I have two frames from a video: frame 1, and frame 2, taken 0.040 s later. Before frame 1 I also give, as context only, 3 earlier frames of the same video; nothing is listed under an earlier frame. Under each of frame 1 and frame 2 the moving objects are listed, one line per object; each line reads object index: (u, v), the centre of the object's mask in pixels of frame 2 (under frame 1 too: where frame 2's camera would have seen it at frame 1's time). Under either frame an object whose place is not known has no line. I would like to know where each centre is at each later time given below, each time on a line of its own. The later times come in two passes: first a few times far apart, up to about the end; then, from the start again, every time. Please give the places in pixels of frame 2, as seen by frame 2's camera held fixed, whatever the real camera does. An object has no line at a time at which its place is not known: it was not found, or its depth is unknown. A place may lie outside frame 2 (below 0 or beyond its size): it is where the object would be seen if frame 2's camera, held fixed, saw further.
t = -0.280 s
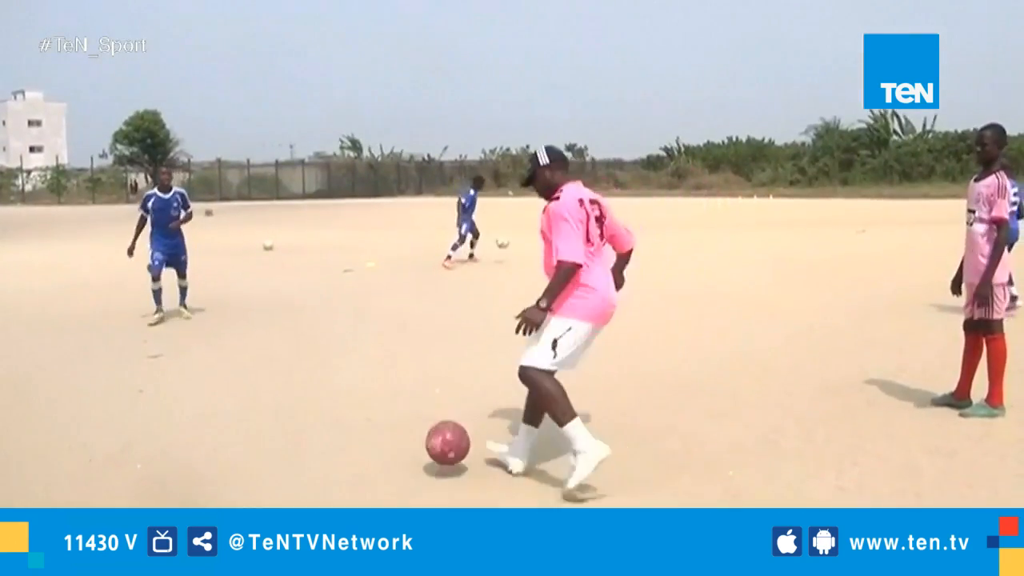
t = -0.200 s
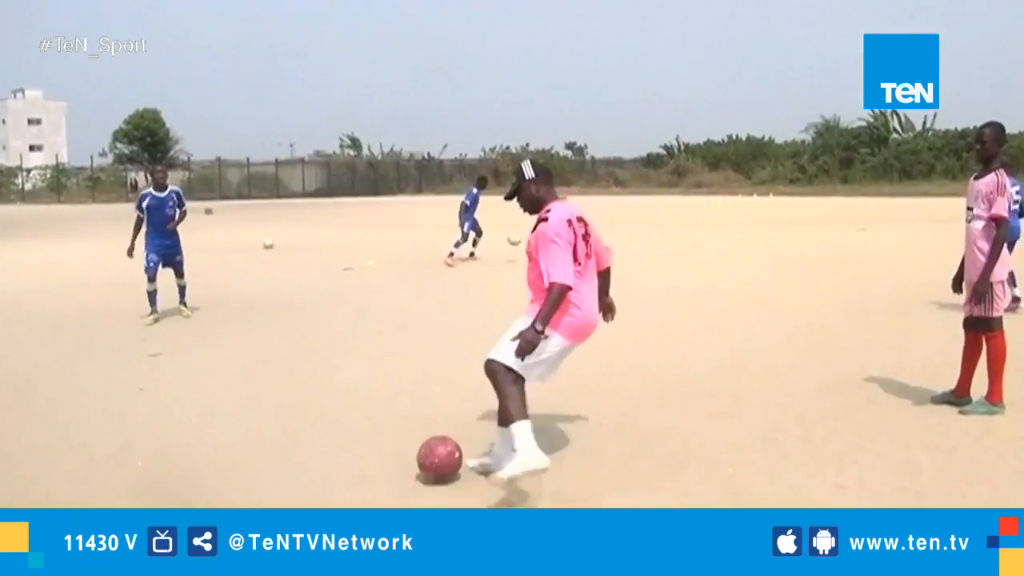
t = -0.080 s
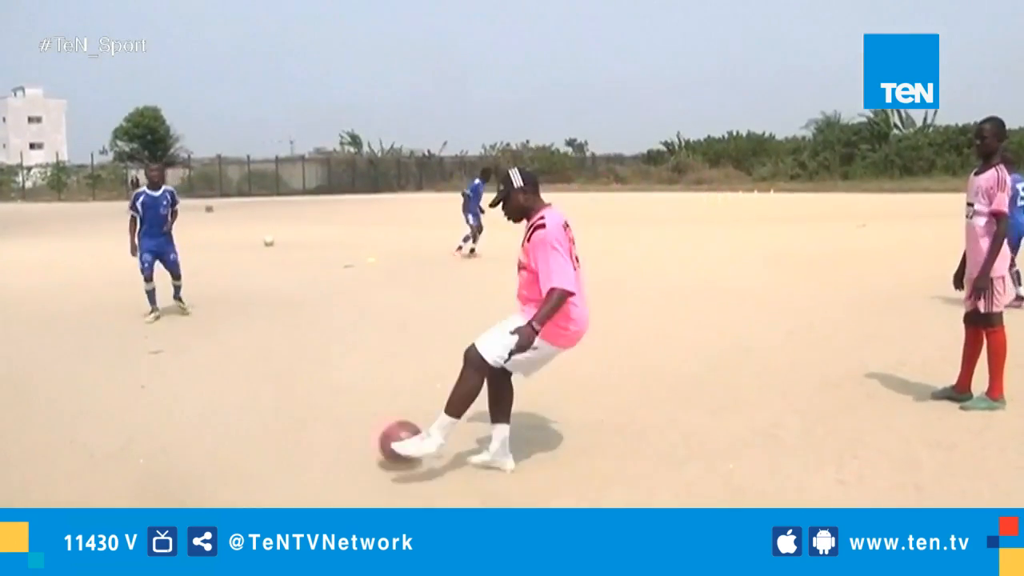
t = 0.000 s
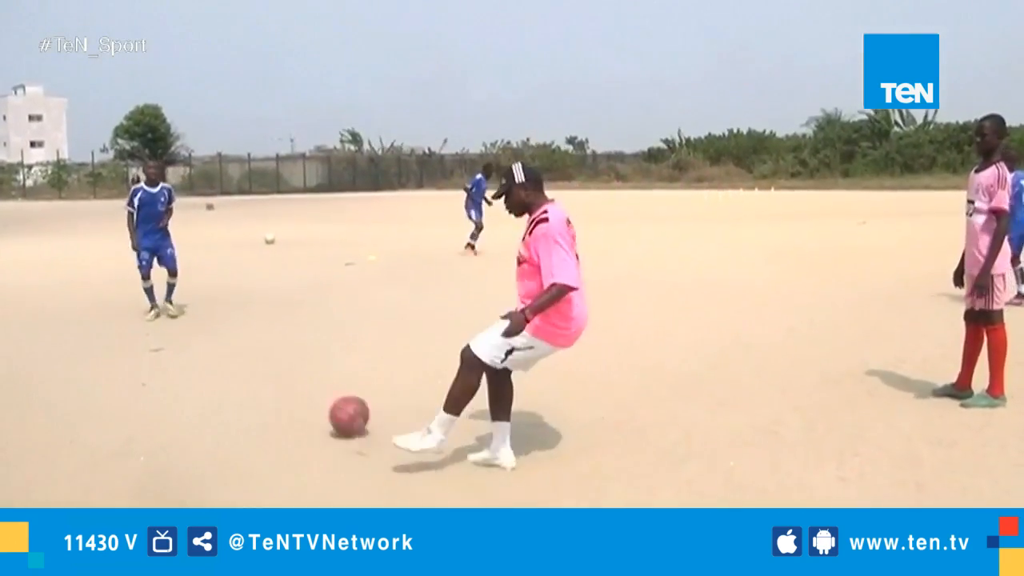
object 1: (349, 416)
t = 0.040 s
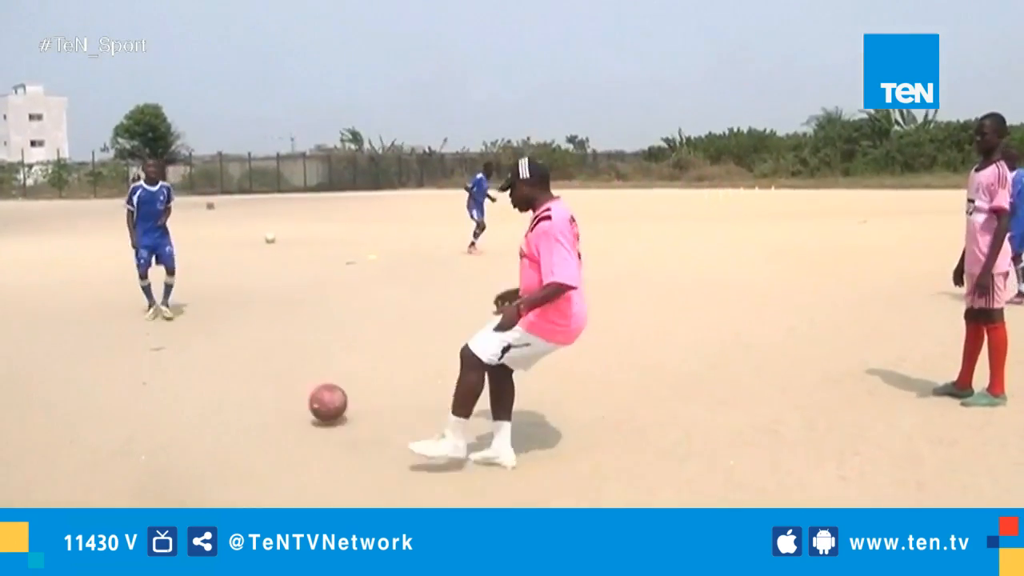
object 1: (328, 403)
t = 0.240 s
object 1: (251, 370)
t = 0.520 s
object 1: (188, 338)
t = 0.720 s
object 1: (154, 320)
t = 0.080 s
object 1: (308, 395)
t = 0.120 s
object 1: (291, 389)
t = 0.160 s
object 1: (276, 382)
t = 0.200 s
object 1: (263, 376)
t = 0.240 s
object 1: (251, 370)
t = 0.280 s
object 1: (240, 365)
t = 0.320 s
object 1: (230, 359)
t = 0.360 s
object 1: (221, 352)
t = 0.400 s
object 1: (213, 347)
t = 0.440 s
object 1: (204, 344)
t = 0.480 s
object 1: (196, 344)
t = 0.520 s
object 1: (188, 338)
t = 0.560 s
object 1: (181, 329)
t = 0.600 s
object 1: (174, 324)
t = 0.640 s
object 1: (167, 321)
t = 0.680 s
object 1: (160, 319)
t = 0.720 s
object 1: (154, 320)
